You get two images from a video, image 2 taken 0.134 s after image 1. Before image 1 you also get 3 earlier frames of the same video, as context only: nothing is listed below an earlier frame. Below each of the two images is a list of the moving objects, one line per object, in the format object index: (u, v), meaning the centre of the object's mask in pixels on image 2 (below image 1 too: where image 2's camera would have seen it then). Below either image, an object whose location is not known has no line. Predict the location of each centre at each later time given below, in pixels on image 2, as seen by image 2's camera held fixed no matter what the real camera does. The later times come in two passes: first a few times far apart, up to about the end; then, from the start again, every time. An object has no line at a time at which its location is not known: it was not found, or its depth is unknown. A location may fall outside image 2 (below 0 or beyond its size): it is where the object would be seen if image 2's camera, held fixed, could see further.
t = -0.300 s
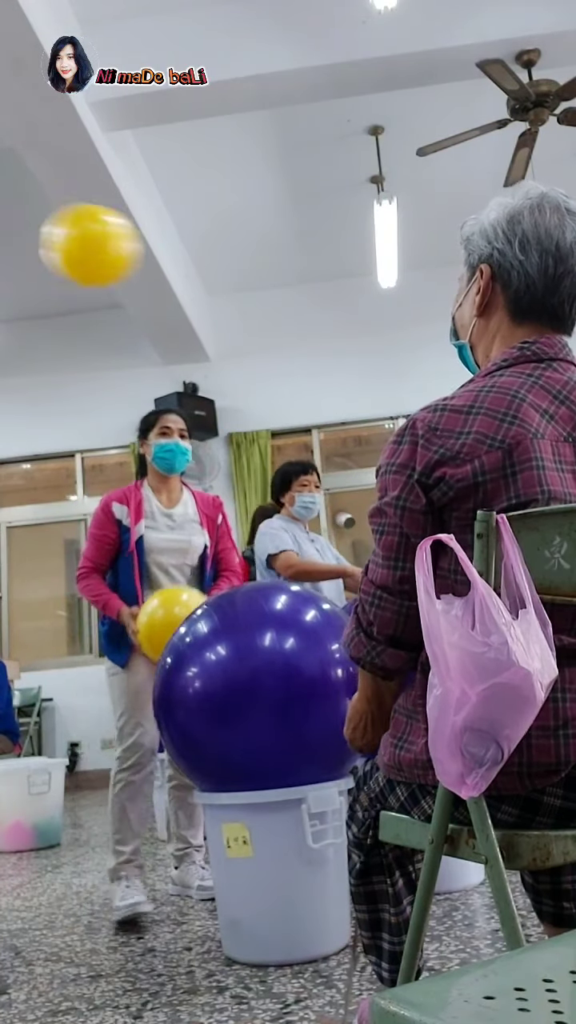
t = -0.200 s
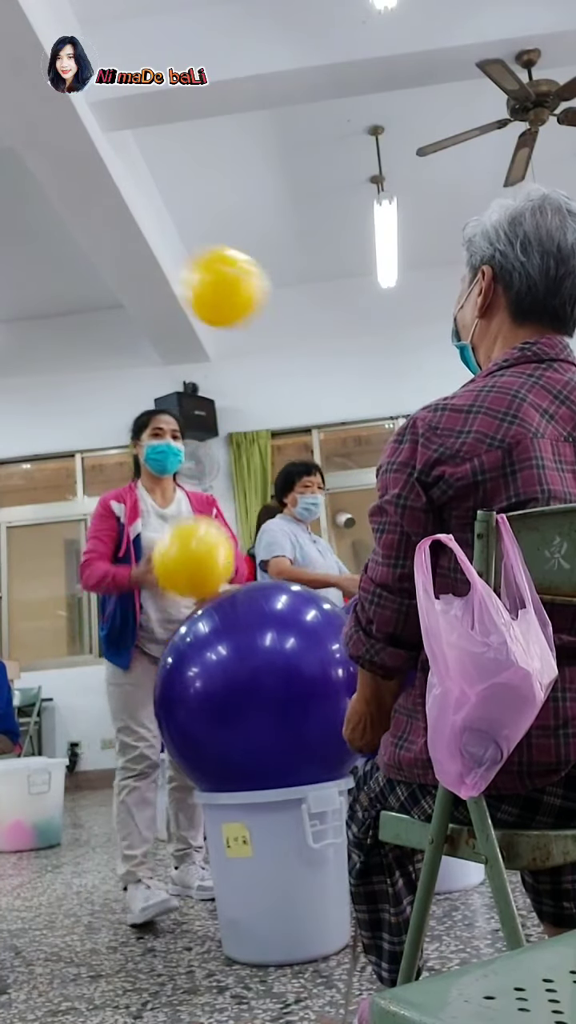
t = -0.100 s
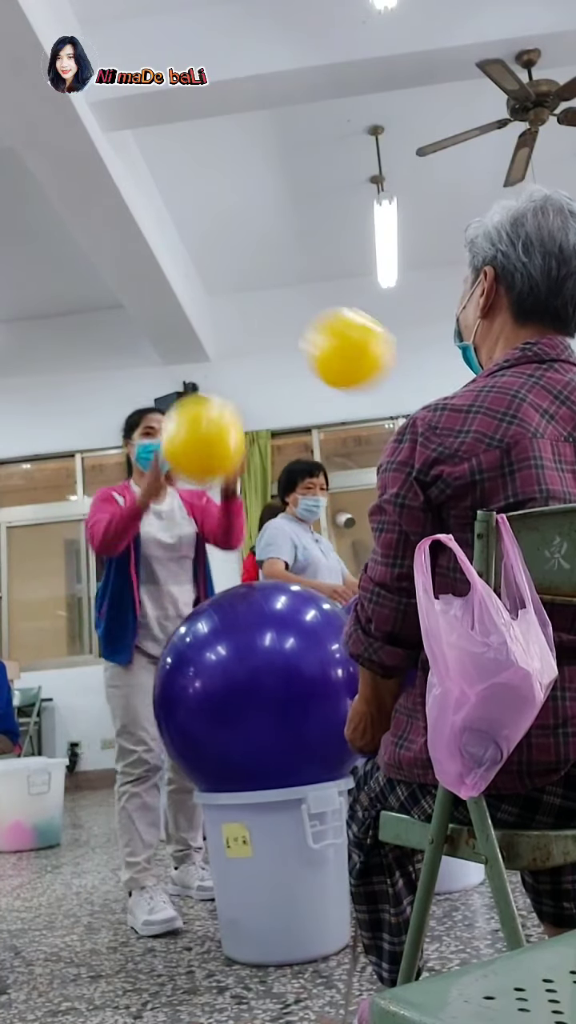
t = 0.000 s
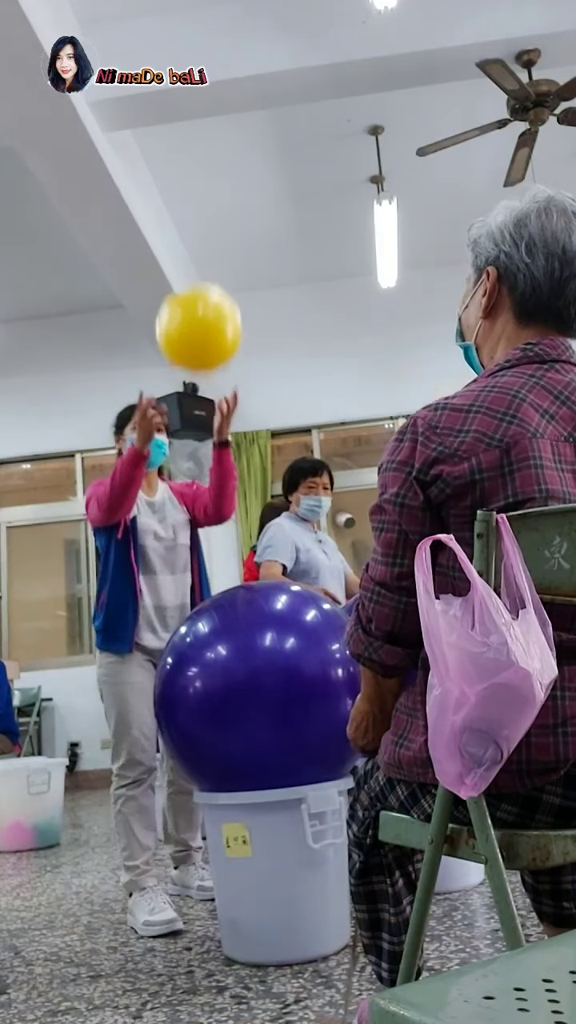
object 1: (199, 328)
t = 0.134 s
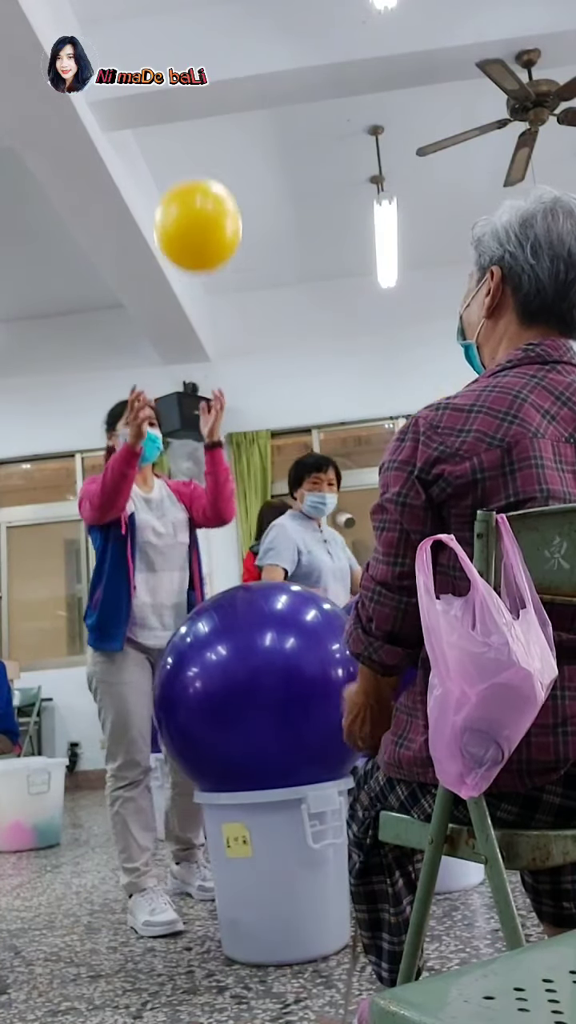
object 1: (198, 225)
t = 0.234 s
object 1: (199, 182)
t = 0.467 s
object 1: (211, 203)
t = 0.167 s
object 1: (198, 208)
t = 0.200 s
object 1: (198, 193)
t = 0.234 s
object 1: (199, 182)
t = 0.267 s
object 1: (199, 174)
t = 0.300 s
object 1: (200, 170)
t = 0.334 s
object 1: (202, 169)
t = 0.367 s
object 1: (204, 171)
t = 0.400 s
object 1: (206, 178)
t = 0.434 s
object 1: (208, 188)
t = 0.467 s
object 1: (211, 203)
